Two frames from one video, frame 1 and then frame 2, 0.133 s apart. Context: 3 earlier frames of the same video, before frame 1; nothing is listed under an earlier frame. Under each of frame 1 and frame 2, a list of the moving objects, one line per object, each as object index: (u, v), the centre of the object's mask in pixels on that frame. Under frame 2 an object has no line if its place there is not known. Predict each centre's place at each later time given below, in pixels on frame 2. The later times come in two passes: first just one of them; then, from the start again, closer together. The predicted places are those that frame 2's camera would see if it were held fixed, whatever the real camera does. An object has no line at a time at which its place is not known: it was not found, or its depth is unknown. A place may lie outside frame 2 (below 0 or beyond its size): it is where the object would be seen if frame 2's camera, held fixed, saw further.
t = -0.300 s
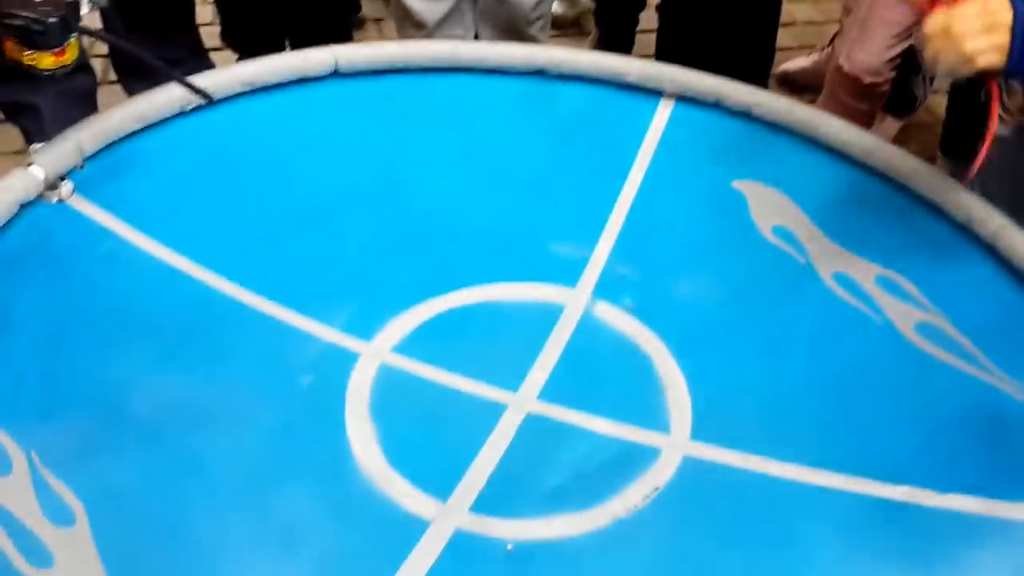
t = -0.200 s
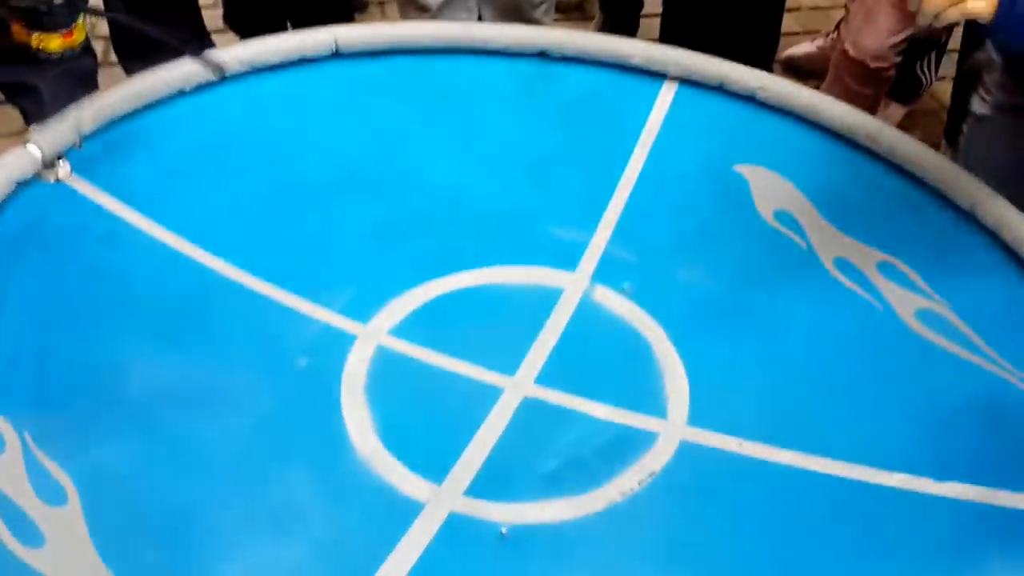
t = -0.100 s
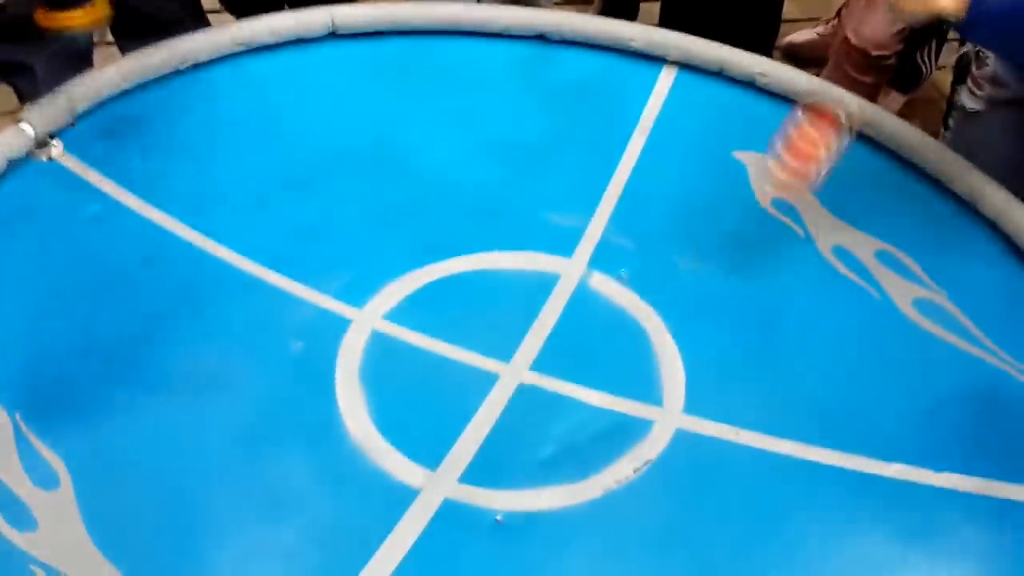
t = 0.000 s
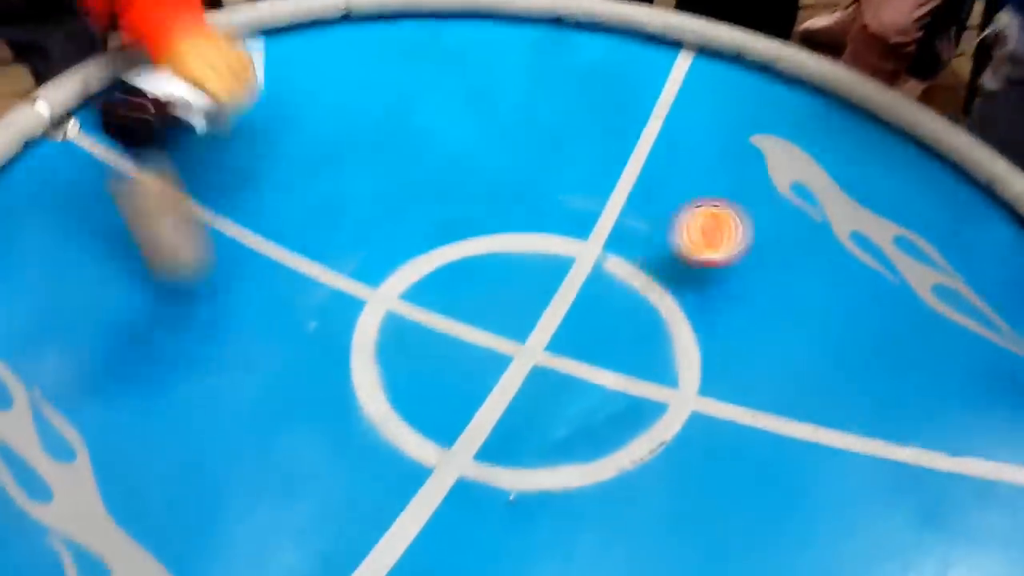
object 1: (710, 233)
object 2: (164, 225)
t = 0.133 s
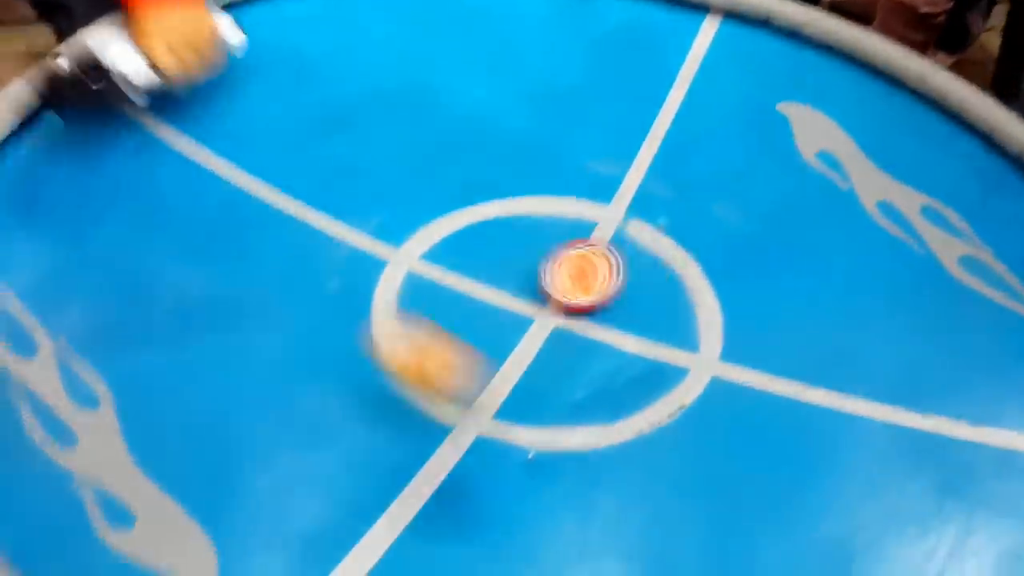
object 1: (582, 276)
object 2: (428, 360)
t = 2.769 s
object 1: (382, 292)
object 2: (331, 259)
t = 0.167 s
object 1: (545, 287)
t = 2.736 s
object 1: (386, 296)
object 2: (335, 259)
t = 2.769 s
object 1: (382, 292)
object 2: (331, 259)
